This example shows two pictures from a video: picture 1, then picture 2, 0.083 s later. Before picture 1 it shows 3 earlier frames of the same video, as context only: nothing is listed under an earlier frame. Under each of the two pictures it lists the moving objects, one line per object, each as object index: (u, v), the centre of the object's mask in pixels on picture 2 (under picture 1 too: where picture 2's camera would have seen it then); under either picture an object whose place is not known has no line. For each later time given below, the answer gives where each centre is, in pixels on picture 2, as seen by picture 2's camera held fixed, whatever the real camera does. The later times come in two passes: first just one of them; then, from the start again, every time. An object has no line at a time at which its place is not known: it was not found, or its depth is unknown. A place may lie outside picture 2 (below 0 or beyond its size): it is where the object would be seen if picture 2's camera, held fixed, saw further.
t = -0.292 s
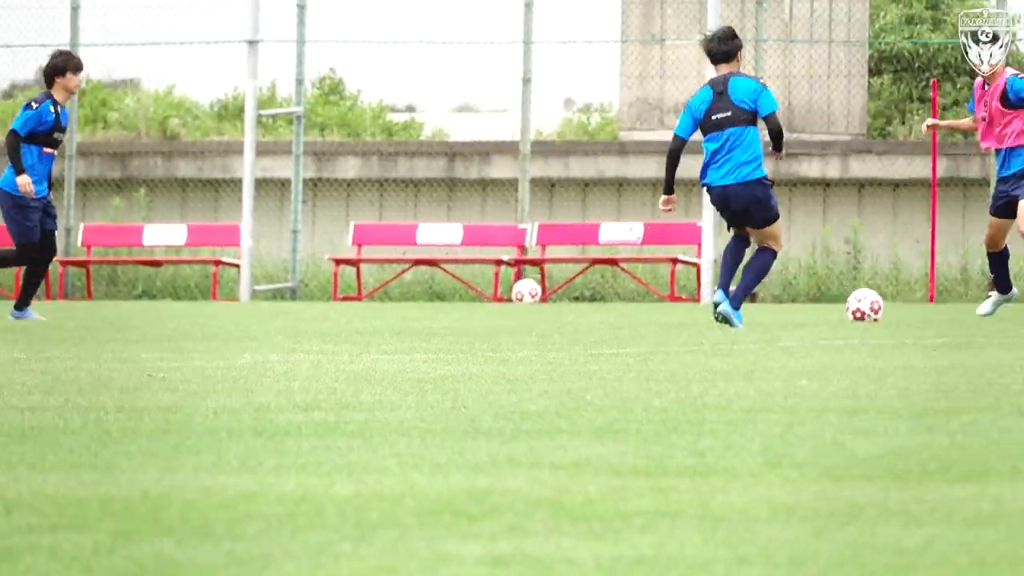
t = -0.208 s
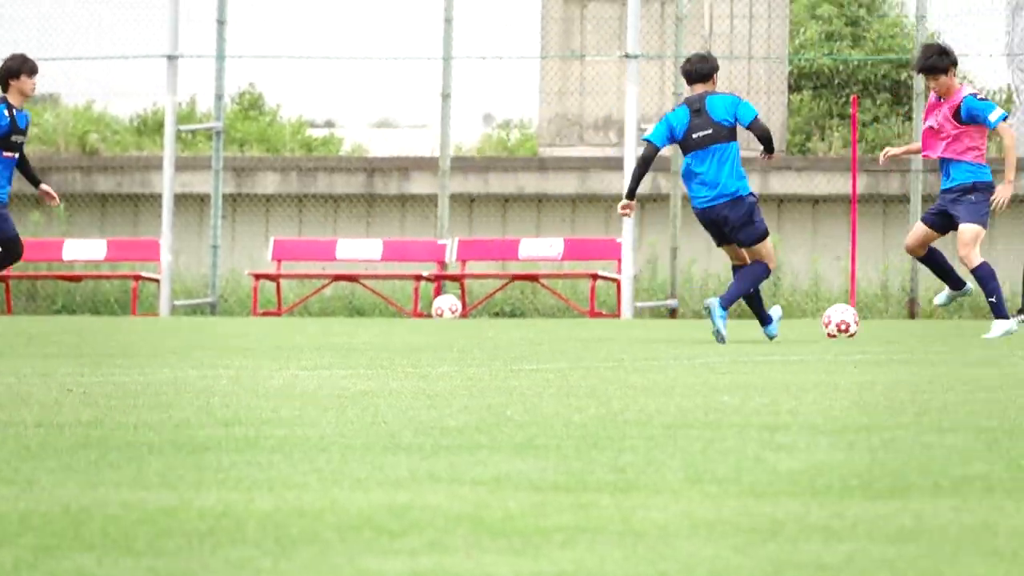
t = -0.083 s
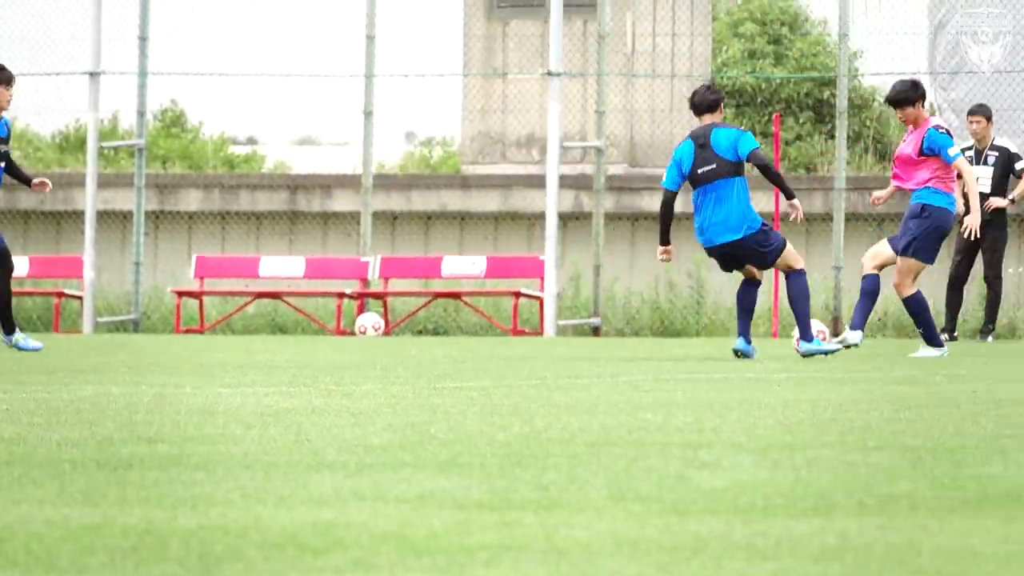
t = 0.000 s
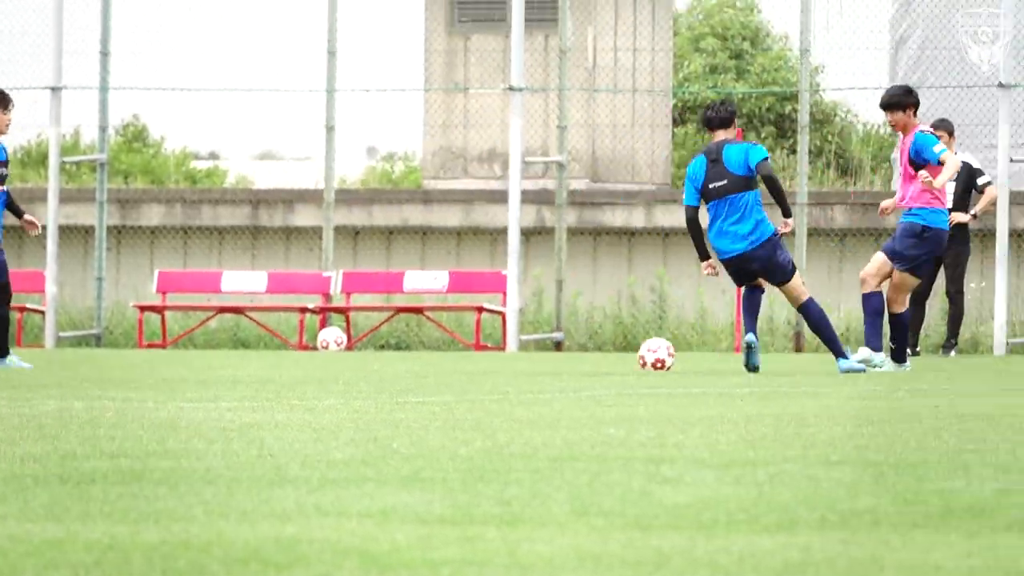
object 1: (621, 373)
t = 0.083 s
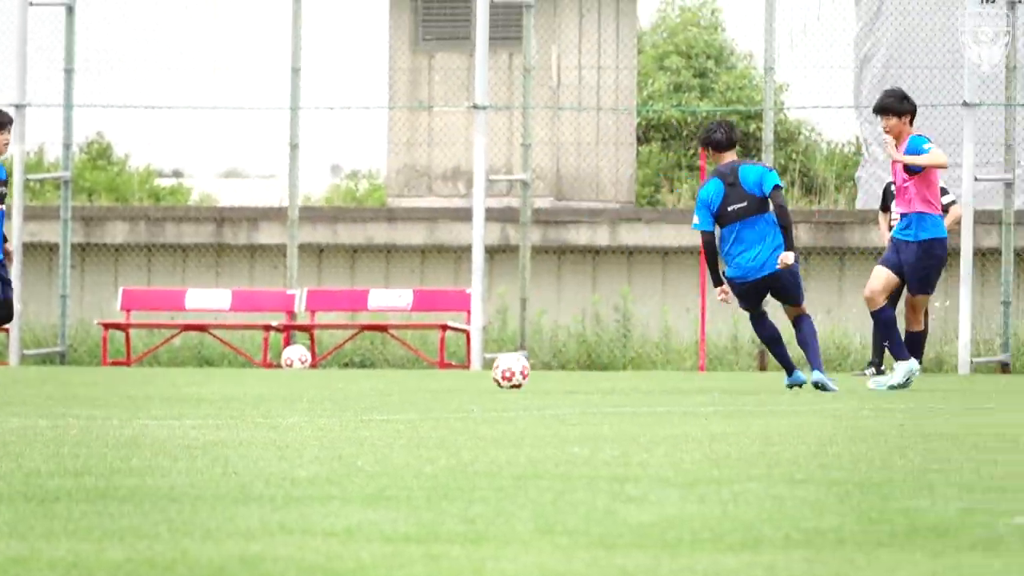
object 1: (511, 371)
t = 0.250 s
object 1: (306, 369)
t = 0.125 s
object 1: (456, 371)
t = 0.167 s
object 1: (402, 372)
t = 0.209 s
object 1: (353, 371)
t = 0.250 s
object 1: (306, 369)
